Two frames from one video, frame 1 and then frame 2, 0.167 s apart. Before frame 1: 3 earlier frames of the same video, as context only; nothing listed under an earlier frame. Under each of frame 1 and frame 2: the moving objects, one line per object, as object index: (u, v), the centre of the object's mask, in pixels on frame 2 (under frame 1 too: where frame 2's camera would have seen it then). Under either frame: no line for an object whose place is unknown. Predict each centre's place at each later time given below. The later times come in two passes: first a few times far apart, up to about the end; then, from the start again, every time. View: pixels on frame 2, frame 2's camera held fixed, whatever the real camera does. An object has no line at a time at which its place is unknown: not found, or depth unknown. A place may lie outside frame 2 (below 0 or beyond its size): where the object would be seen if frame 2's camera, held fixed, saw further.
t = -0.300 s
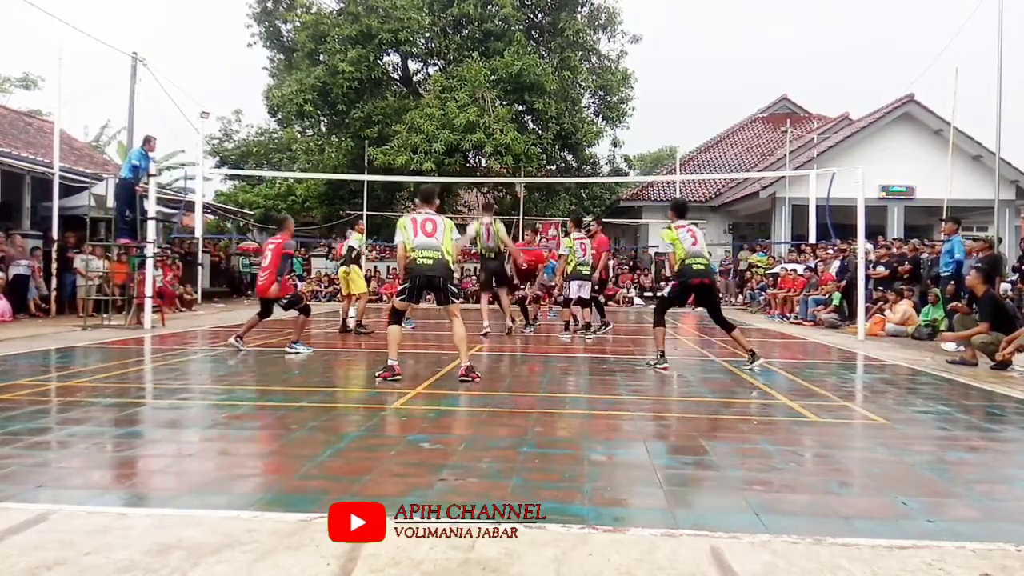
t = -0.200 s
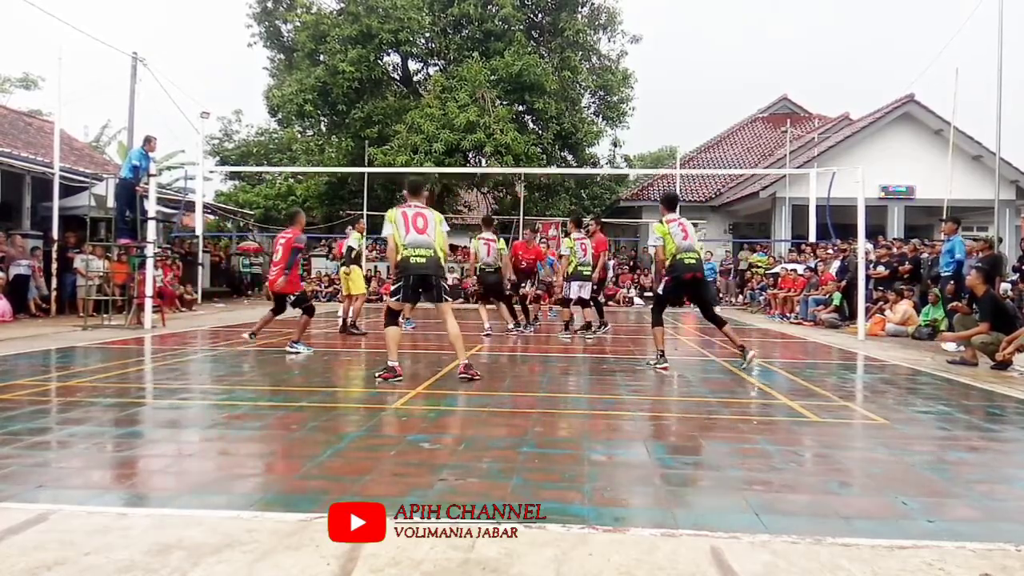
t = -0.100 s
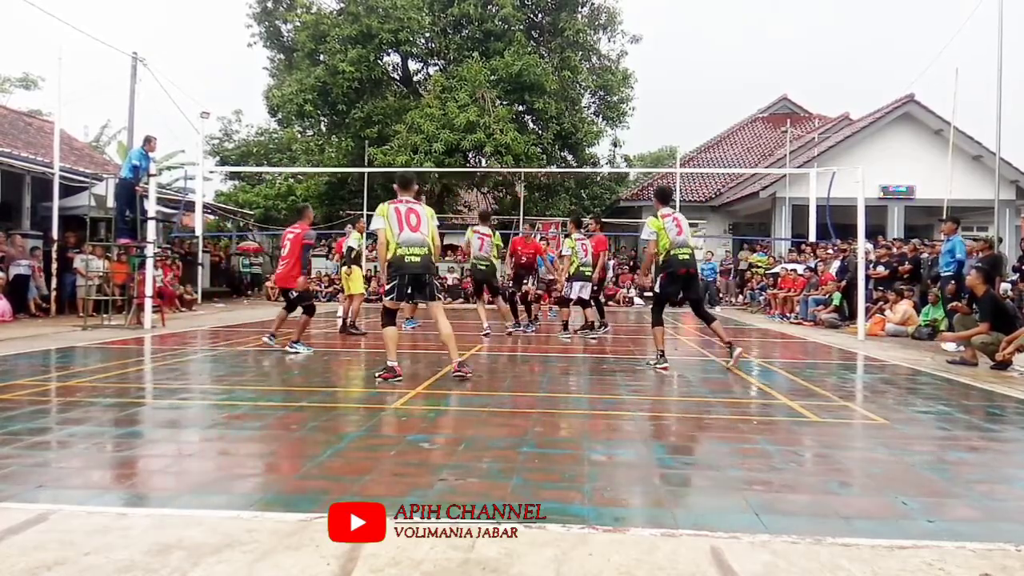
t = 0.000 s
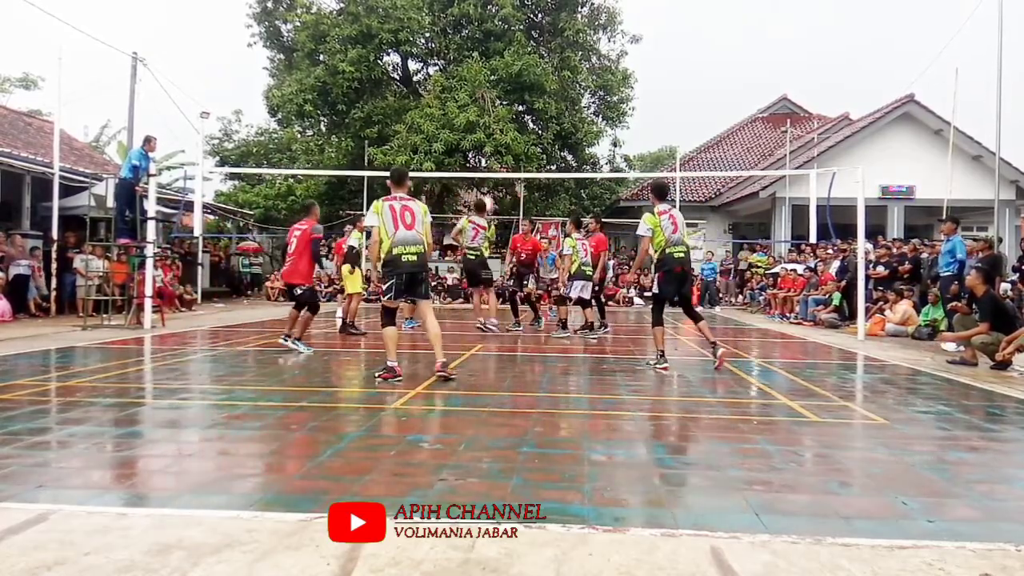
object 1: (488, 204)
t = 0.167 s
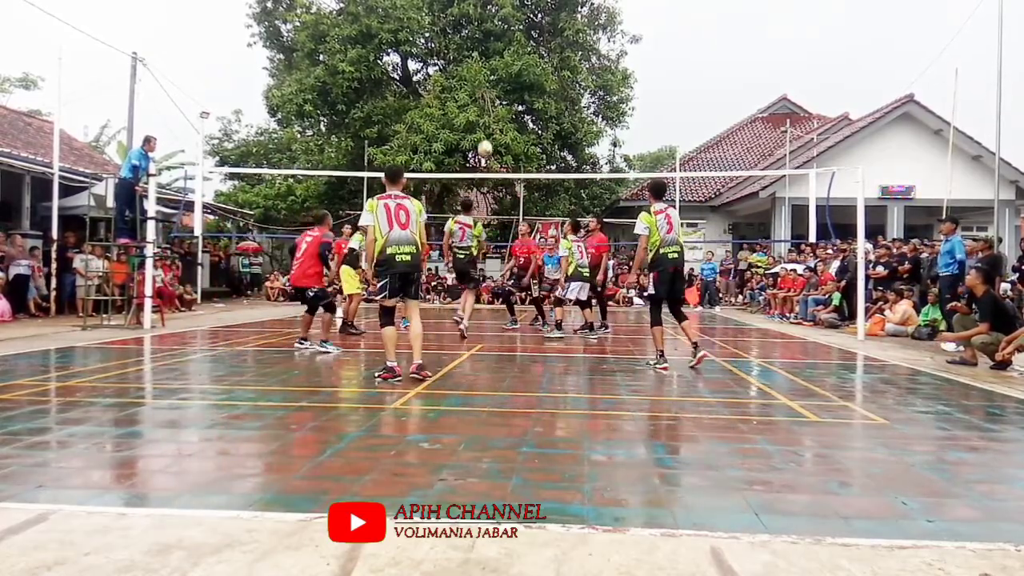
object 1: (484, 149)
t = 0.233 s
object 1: (484, 132)
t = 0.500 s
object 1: (481, 92)
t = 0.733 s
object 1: (478, 94)
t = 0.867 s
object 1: (476, 113)
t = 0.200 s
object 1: (483, 141)
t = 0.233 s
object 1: (484, 132)
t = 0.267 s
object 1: (484, 124)
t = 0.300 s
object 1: (484, 118)
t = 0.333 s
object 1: (483, 110)
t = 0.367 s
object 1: (483, 106)
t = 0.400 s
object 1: (483, 100)
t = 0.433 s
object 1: (482, 98)
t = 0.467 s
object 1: (481, 94)
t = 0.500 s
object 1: (481, 92)
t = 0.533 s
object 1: (481, 90)
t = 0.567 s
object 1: (480, 89)
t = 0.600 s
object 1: (480, 89)
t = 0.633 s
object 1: (479, 89)
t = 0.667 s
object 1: (479, 90)
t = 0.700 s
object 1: (478, 92)
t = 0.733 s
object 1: (478, 94)
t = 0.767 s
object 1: (478, 99)
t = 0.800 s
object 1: (477, 102)
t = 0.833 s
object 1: (477, 107)
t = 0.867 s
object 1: (476, 113)
